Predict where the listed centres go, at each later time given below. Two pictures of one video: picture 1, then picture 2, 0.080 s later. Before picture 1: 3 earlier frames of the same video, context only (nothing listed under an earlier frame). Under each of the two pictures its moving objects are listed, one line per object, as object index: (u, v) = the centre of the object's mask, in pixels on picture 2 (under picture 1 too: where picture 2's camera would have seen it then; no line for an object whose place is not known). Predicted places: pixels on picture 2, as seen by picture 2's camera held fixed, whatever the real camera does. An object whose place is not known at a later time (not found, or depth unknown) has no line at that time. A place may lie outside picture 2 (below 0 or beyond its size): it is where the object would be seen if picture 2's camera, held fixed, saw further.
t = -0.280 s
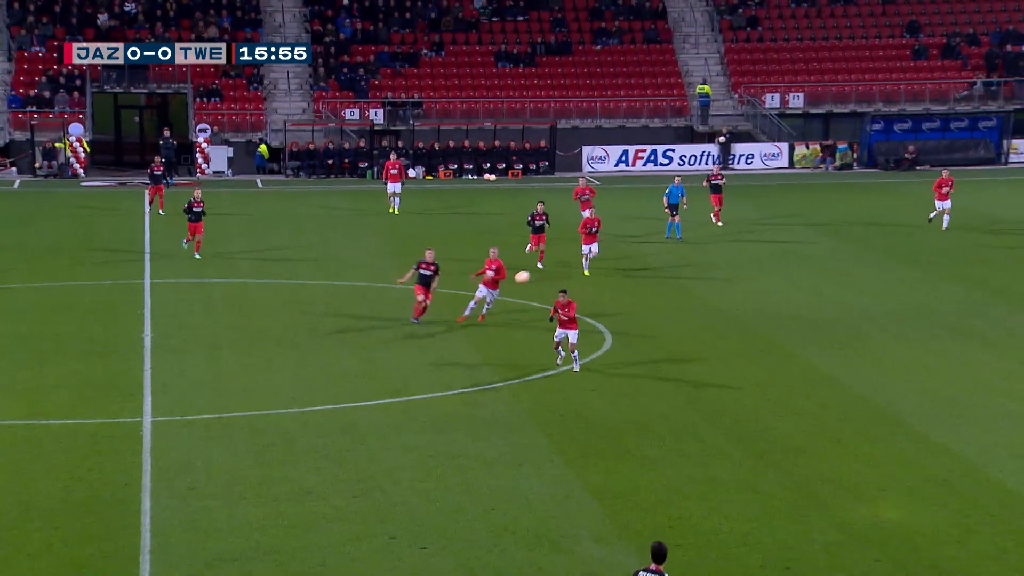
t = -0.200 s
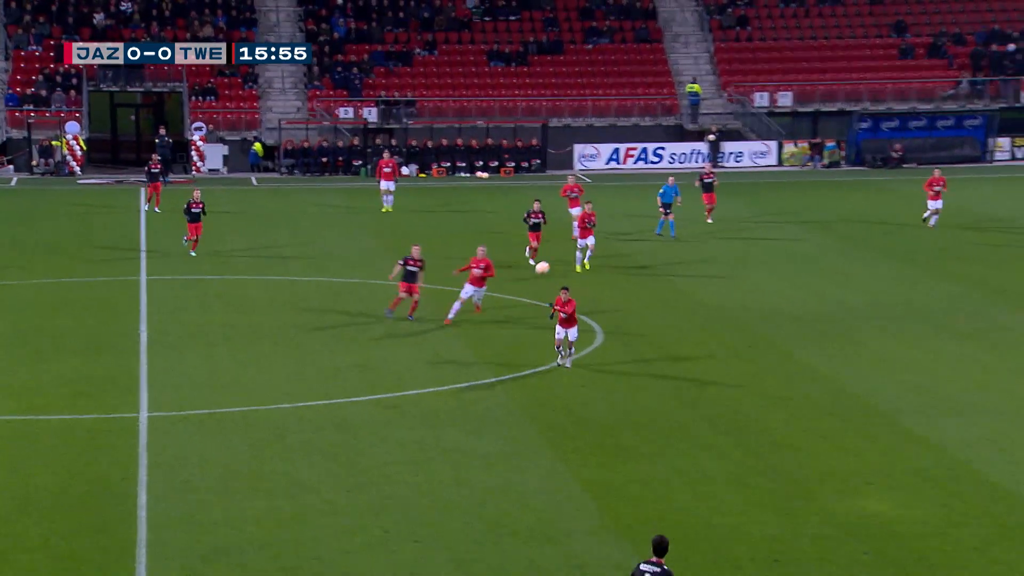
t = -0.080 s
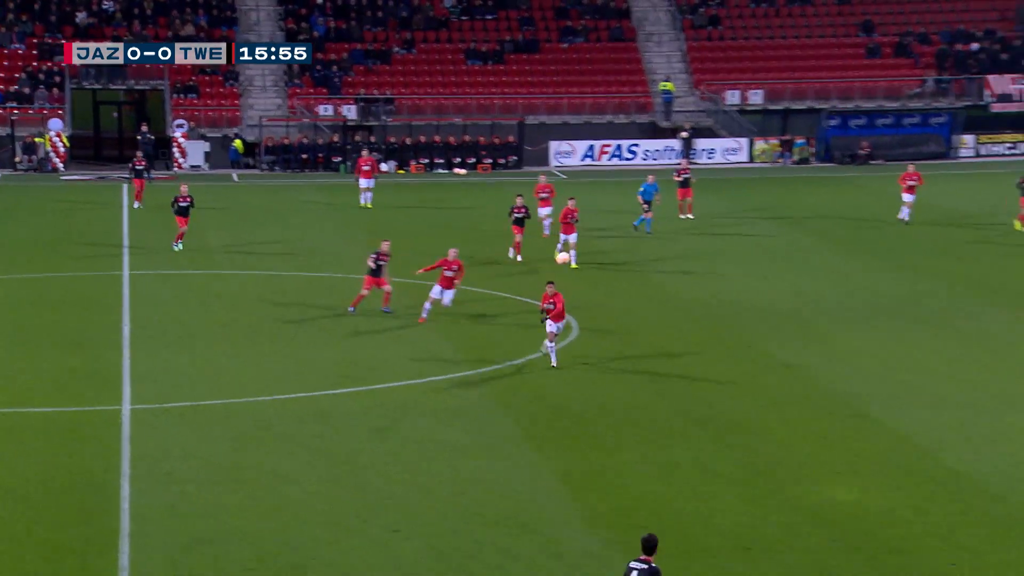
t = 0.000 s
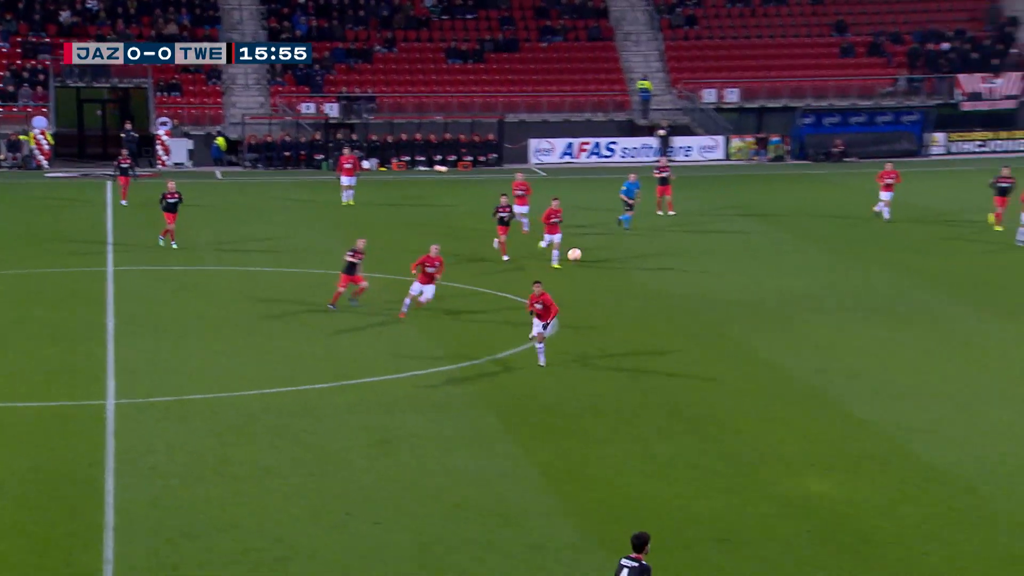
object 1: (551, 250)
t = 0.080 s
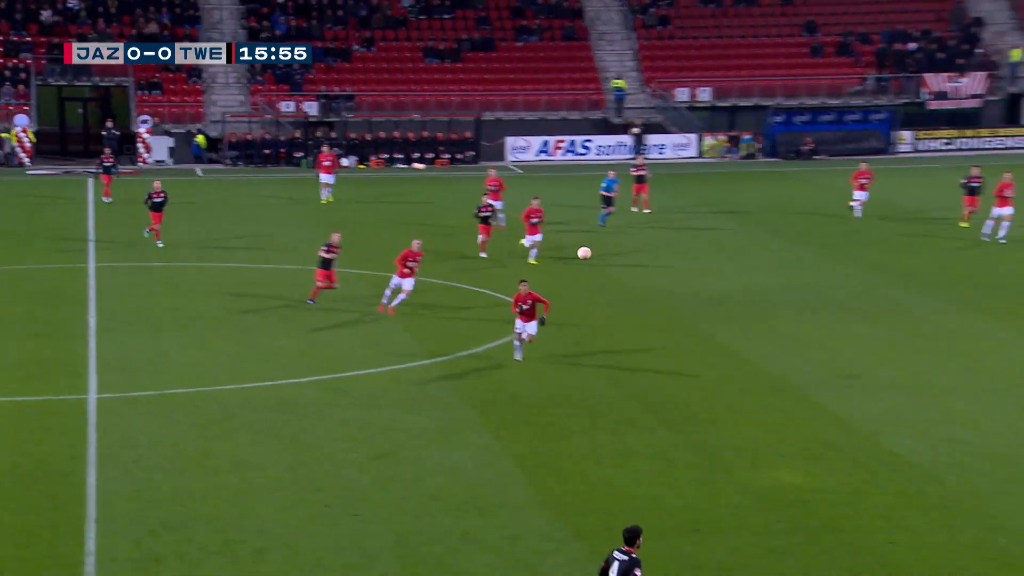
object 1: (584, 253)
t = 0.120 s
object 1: (601, 255)
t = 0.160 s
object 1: (620, 259)
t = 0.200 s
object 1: (640, 263)
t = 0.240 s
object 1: (659, 268)
